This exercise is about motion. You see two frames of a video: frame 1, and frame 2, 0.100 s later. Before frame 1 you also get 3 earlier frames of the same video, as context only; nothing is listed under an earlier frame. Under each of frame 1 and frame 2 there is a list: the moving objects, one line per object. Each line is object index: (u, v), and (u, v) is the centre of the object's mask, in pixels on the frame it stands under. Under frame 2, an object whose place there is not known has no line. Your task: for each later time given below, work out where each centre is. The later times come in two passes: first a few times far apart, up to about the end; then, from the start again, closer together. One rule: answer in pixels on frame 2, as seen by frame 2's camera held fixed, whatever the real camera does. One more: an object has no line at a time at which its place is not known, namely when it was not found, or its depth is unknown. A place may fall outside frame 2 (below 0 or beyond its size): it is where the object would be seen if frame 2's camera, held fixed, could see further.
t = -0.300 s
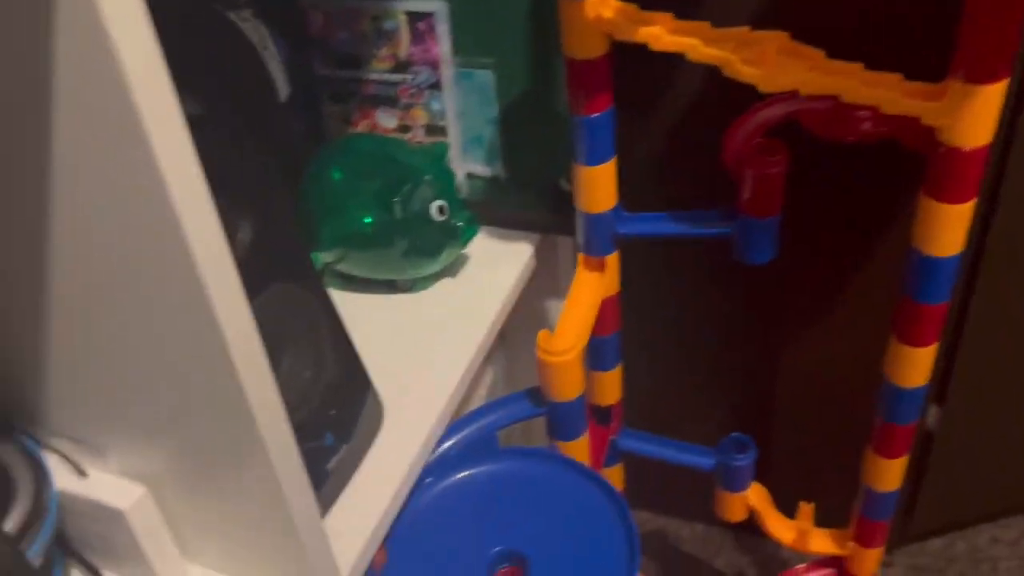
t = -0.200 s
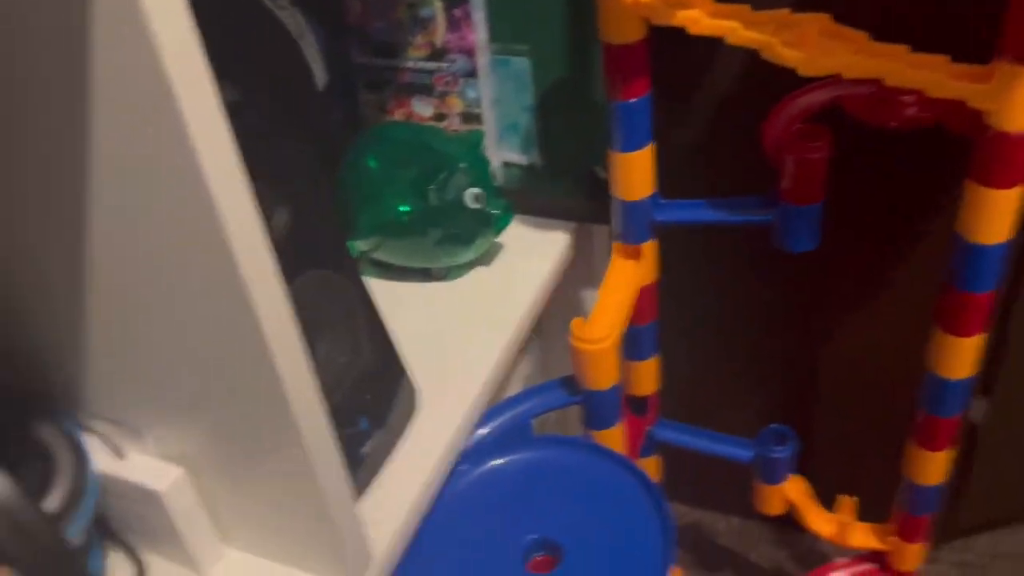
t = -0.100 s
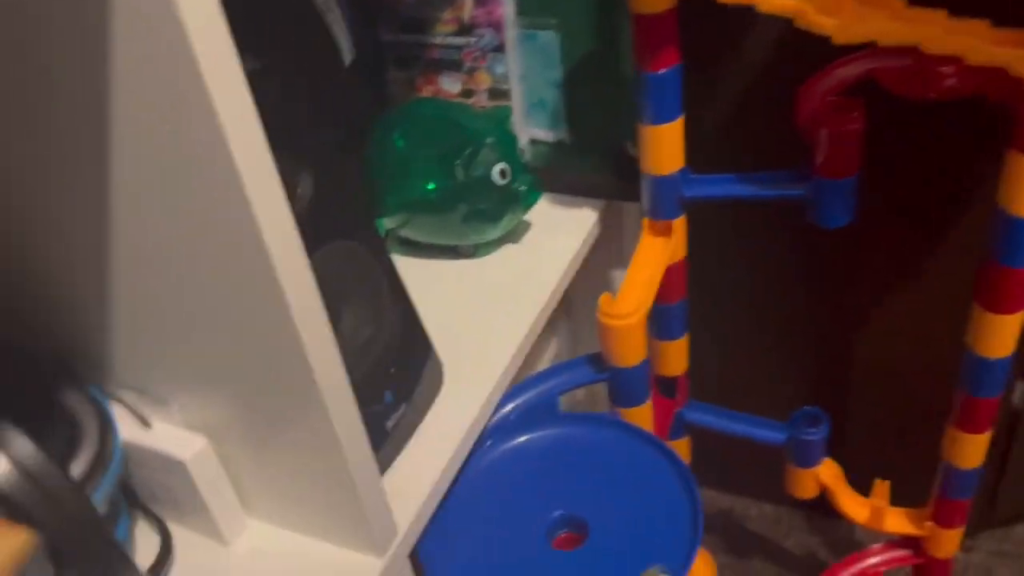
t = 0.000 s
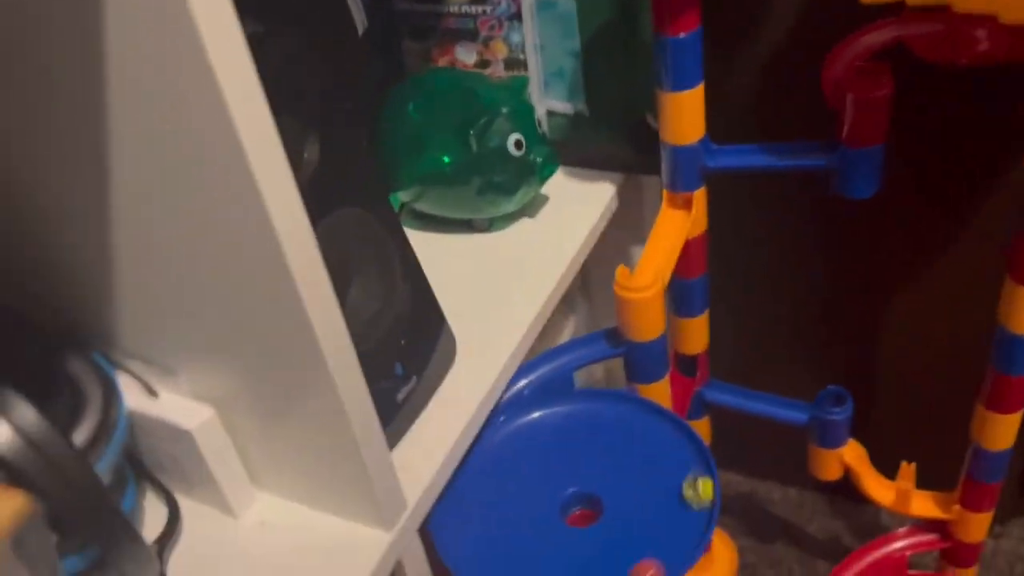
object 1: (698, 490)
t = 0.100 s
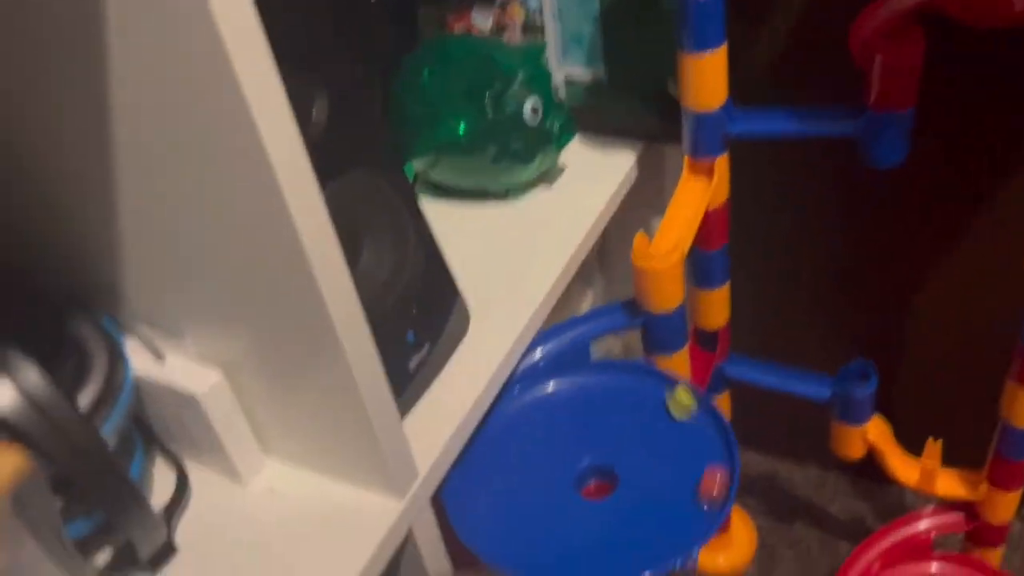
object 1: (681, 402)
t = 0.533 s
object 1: (475, 522)
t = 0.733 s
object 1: (601, 571)
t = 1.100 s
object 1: (697, 417)
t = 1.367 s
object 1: (556, 385)
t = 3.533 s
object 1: (684, 430)
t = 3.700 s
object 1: (642, 387)
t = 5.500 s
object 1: (523, 500)
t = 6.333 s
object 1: (564, 404)
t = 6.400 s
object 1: (542, 410)
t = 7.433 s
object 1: (597, 418)
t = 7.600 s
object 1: (538, 441)
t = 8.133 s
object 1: (622, 492)
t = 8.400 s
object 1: (636, 416)
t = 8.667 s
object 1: (565, 432)
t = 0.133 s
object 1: (658, 386)
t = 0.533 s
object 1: (475, 522)
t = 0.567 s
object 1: (490, 539)
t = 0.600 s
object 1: (507, 551)
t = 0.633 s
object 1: (526, 562)
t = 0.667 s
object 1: (550, 567)
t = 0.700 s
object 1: (577, 572)
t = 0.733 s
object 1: (601, 571)
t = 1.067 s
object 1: (706, 432)
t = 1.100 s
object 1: (697, 417)
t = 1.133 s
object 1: (685, 404)
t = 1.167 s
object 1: (669, 393)
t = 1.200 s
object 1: (651, 387)
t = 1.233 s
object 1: (633, 381)
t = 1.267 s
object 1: (614, 378)
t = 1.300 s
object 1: (595, 378)
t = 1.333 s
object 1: (575, 381)
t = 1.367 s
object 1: (556, 385)
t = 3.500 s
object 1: (687, 444)
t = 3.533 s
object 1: (684, 430)
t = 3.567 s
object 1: (678, 418)
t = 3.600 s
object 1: (672, 408)
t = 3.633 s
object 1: (663, 400)
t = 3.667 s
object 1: (654, 392)
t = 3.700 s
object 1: (642, 387)
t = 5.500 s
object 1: (523, 500)
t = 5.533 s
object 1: (531, 512)
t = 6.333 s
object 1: (564, 404)
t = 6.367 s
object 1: (552, 406)
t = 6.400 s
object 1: (542, 410)
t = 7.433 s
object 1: (597, 418)
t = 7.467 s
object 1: (584, 419)
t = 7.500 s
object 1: (571, 423)
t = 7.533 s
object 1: (559, 428)
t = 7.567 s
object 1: (547, 435)
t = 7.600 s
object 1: (538, 441)
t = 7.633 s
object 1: (529, 449)
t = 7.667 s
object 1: (521, 458)
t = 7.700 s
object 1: (517, 466)
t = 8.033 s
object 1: (582, 513)
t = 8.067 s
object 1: (596, 508)
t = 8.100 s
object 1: (609, 501)
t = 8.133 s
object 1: (622, 492)
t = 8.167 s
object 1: (632, 482)
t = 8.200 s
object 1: (639, 471)
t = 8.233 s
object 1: (645, 461)
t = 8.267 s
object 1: (647, 449)
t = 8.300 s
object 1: (647, 439)
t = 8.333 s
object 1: (644, 430)
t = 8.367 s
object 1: (641, 422)
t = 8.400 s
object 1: (636, 416)
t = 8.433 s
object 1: (629, 412)
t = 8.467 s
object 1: (622, 411)
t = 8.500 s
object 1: (614, 409)
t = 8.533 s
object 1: (604, 411)
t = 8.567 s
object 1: (594, 414)
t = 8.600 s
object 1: (584, 418)
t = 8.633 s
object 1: (574, 424)
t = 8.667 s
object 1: (565, 432)
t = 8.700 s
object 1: (556, 440)
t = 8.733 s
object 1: (549, 451)
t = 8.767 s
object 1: (542, 460)
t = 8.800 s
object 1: (538, 470)
